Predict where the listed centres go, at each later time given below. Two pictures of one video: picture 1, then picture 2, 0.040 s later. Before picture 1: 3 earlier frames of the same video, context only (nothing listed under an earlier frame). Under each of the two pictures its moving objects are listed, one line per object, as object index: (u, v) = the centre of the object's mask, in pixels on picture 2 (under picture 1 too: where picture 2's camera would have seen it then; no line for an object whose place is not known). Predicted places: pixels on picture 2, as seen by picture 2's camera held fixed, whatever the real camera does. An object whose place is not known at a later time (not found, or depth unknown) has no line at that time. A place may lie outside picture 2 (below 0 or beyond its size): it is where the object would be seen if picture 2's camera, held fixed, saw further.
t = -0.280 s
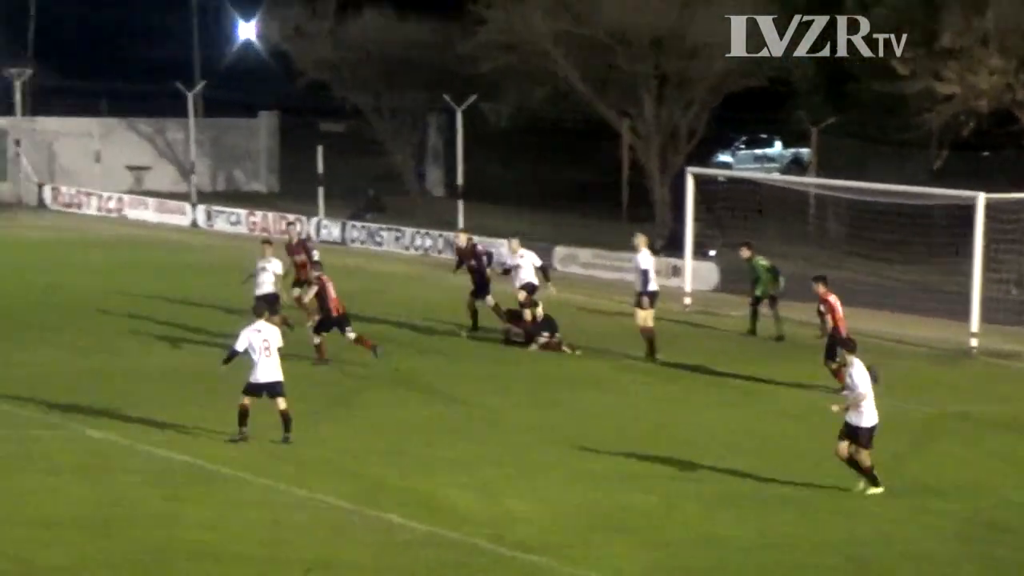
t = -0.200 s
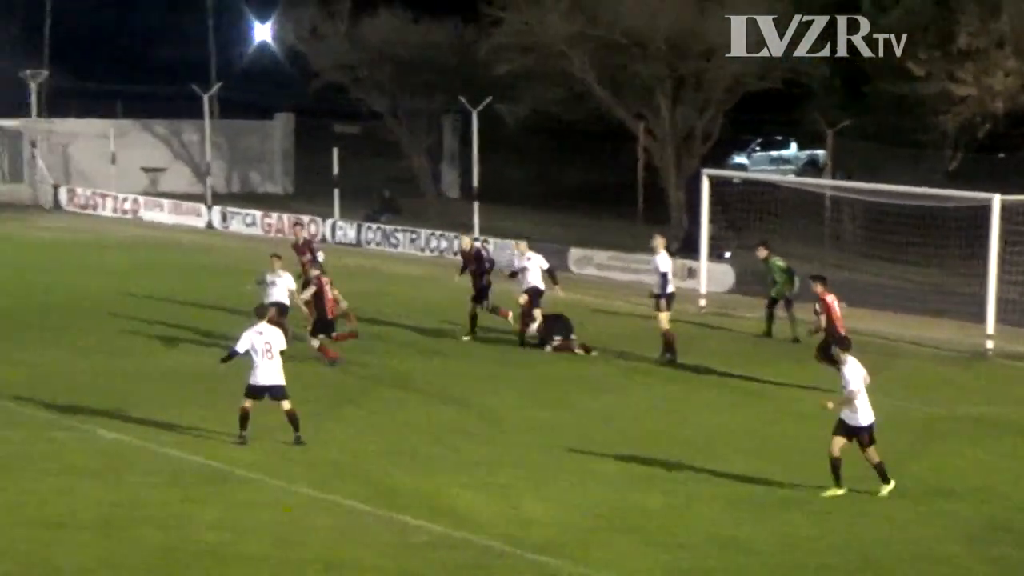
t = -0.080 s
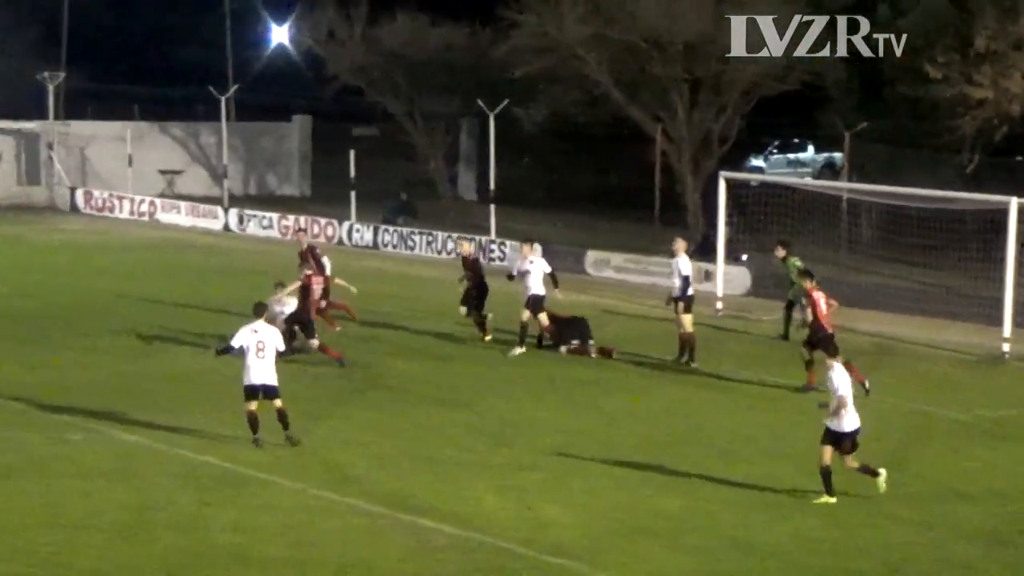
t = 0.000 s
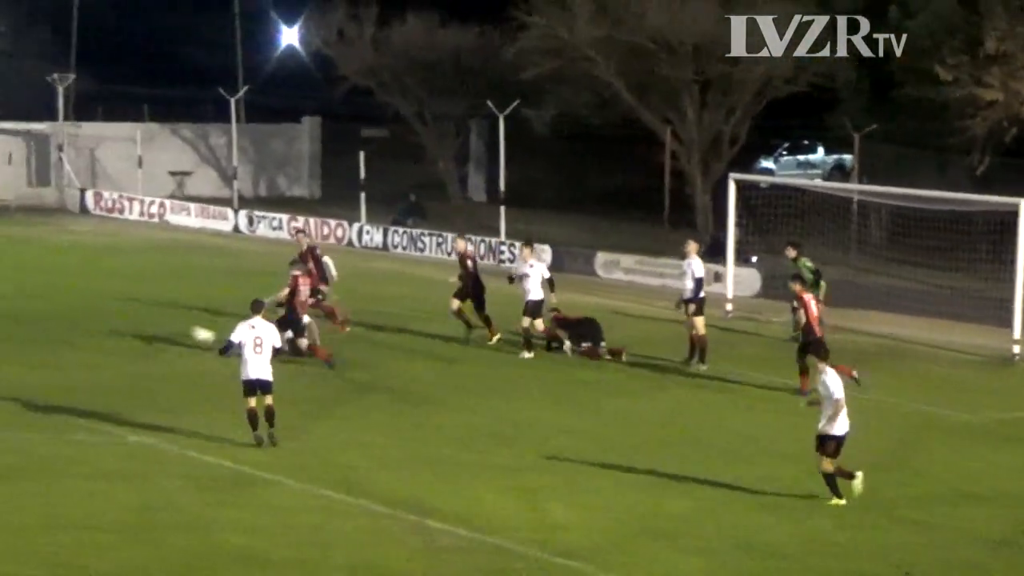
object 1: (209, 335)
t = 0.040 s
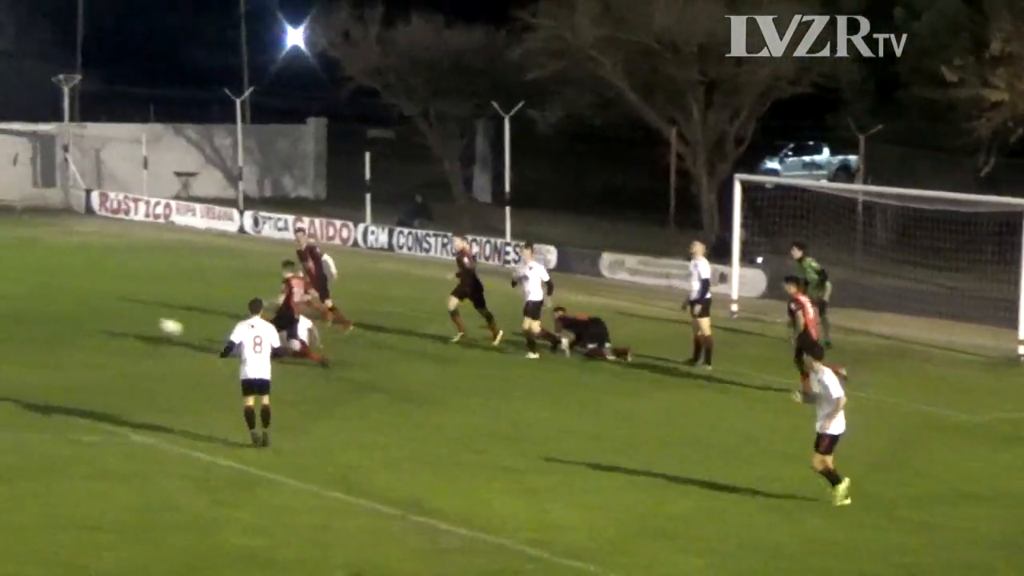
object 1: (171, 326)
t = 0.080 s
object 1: (133, 318)
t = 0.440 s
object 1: (-163, 286)
